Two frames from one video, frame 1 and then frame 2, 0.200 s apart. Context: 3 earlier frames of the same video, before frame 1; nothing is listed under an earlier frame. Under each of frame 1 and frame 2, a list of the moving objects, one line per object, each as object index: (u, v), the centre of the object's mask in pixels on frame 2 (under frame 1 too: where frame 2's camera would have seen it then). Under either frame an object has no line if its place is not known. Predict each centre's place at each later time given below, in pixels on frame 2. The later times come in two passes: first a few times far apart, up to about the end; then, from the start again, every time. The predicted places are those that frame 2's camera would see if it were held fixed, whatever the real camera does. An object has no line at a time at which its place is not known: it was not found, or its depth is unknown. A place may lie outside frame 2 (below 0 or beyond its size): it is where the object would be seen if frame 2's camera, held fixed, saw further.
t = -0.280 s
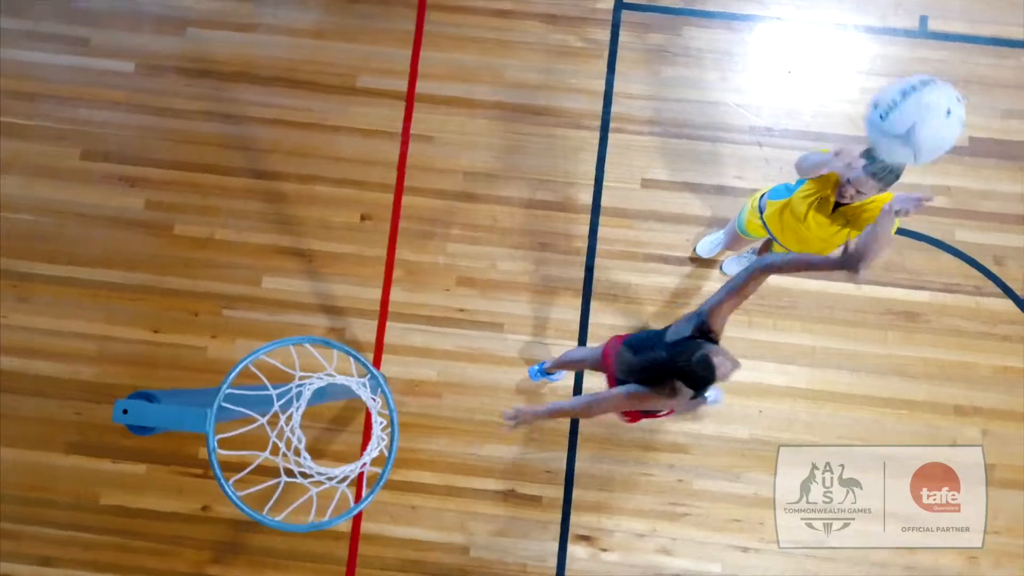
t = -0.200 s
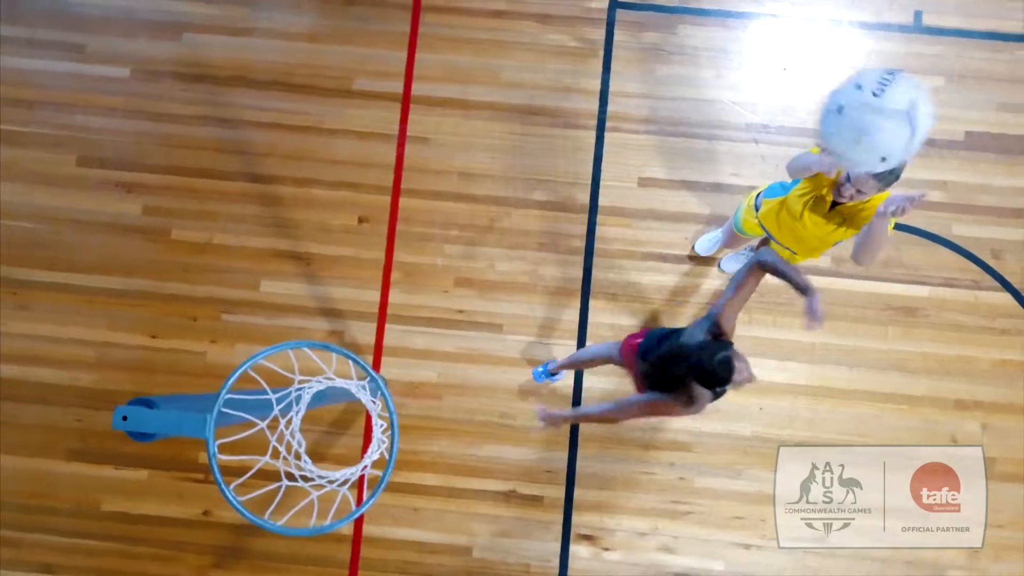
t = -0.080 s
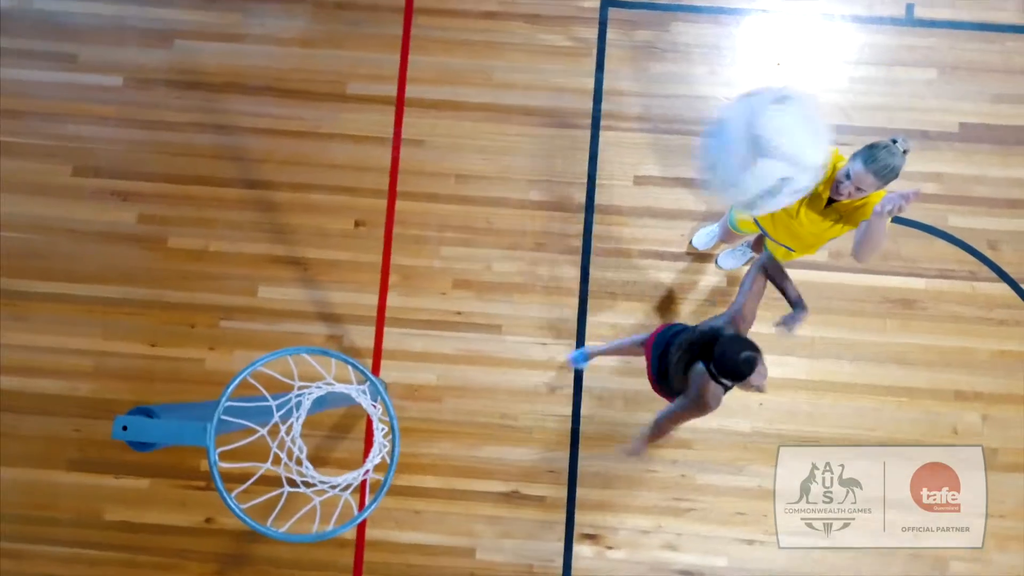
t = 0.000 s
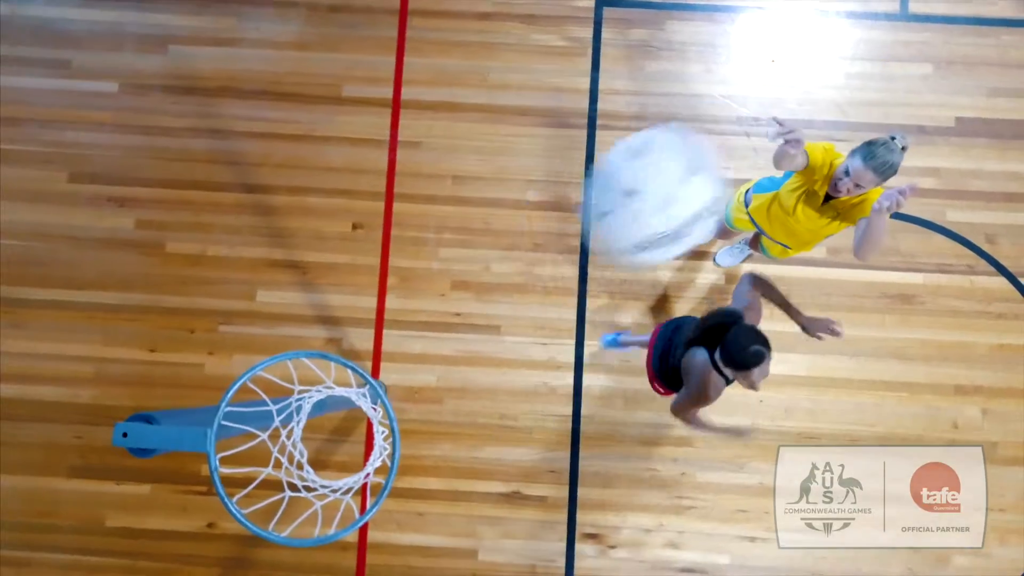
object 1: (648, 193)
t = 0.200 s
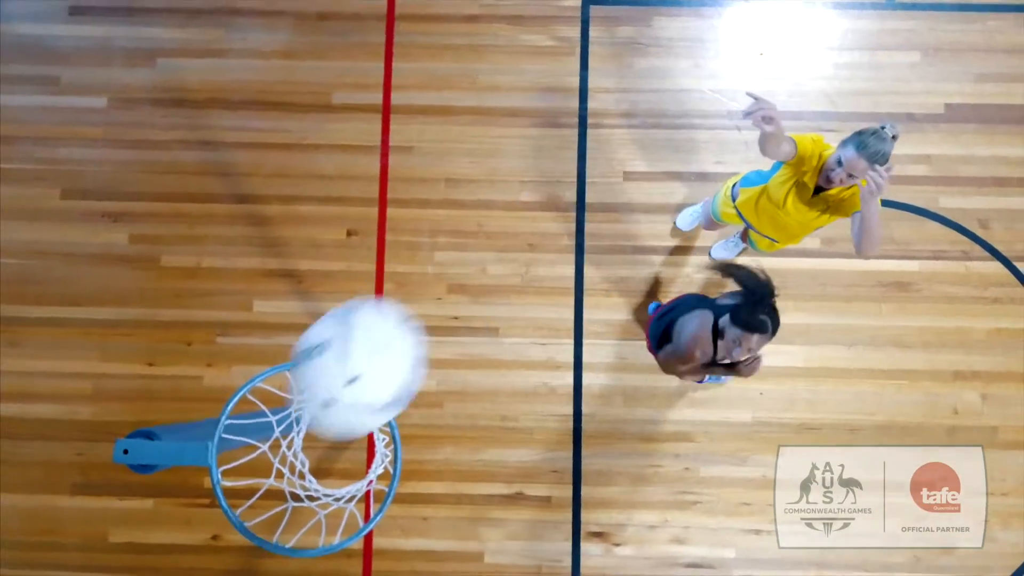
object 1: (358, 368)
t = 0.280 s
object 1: (273, 430)
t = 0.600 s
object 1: (271, 450)
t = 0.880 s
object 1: (387, 467)
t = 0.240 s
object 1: (312, 399)
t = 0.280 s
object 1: (273, 430)
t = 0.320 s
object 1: (262, 457)
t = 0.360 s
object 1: (305, 490)
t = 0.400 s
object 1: (310, 477)
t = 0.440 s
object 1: (305, 448)
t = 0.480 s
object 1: (296, 425)
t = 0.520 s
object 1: (280, 432)
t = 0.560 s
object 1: (265, 440)
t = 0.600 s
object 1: (271, 450)
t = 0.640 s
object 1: (290, 460)
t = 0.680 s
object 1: (310, 469)
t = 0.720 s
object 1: (329, 474)
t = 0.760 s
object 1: (348, 479)
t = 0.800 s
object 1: (364, 480)
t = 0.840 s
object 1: (378, 476)
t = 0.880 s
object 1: (387, 467)
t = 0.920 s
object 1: (394, 457)
